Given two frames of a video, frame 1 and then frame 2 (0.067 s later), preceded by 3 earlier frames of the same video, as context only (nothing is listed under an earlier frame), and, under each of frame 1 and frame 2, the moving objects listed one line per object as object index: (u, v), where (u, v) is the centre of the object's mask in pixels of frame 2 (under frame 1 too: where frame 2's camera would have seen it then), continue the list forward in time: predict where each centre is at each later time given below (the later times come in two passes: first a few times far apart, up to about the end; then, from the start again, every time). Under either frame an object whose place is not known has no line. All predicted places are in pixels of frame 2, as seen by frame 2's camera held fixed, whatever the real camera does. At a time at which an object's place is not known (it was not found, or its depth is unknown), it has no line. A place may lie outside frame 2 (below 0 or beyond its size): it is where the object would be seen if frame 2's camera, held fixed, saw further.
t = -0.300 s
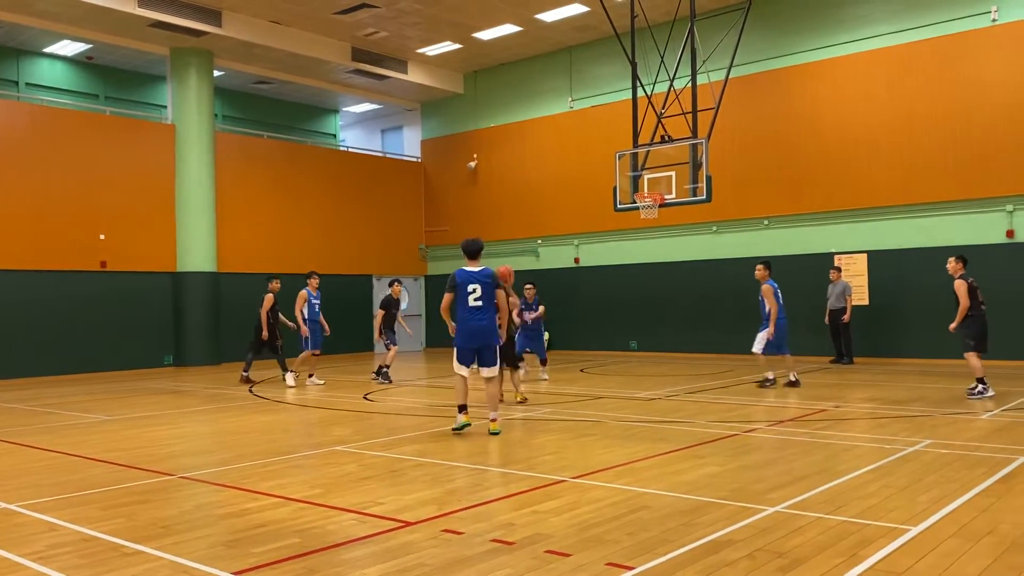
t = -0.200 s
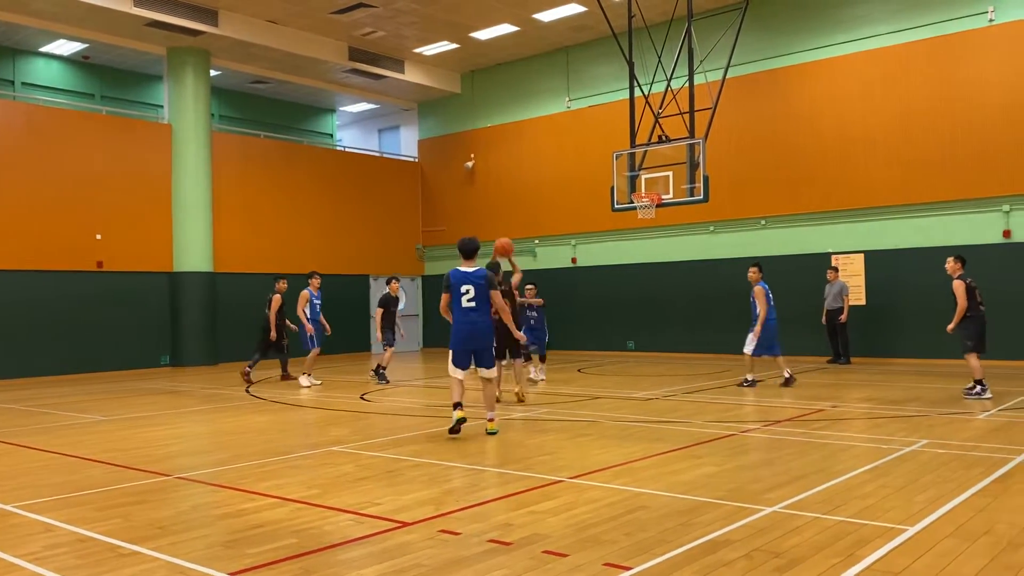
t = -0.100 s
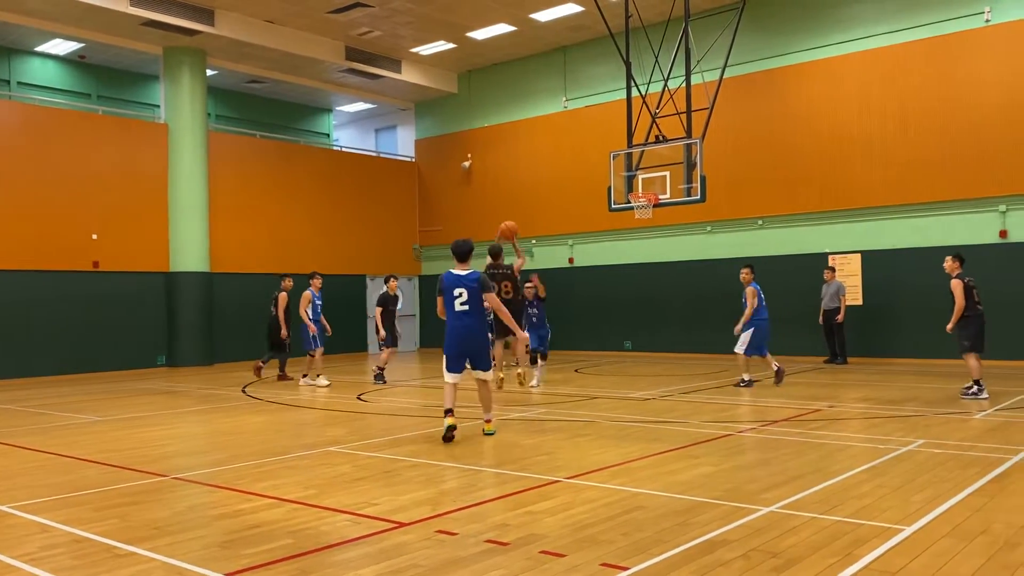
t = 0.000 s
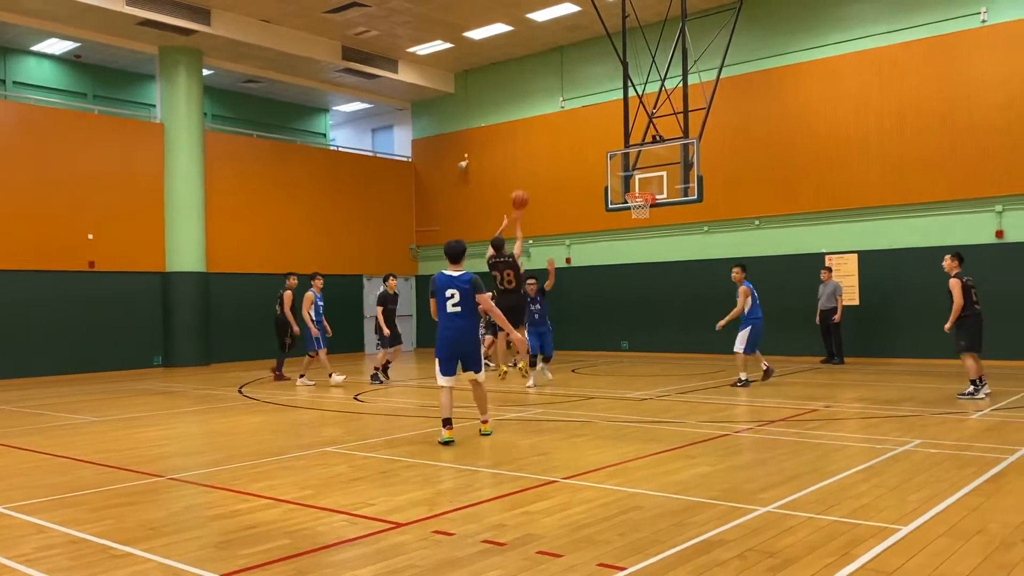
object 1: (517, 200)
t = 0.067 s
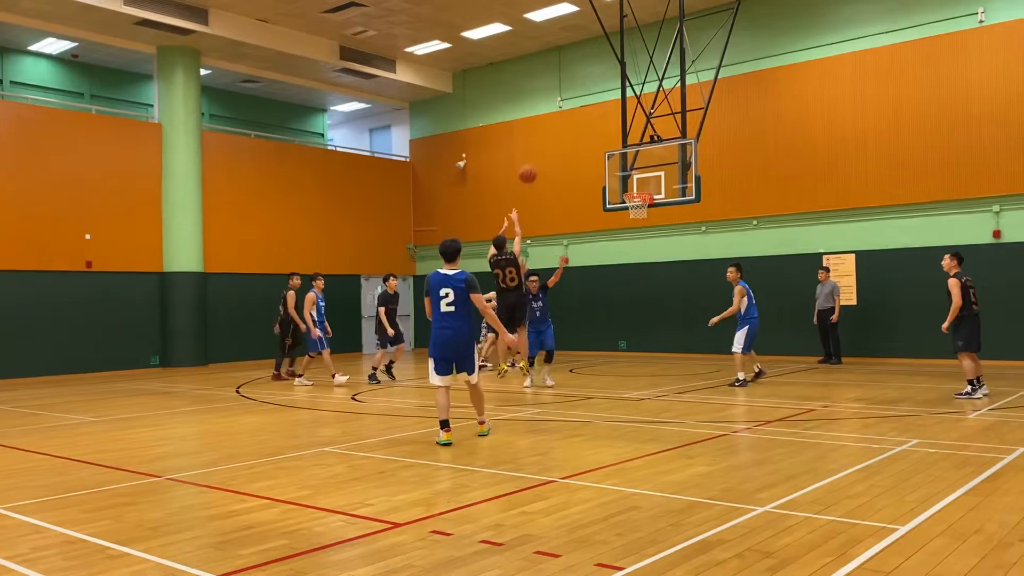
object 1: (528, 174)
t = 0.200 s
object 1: (547, 136)
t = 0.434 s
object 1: (577, 106)
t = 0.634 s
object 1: (601, 112)
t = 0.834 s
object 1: (621, 139)
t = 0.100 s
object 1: (533, 163)
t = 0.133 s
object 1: (537, 153)
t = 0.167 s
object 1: (542, 144)
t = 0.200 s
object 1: (547, 136)
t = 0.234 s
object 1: (551, 129)
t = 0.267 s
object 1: (556, 124)
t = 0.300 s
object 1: (561, 118)
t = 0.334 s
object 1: (565, 113)
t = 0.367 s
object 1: (569, 110)
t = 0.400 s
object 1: (574, 108)
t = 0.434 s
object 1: (577, 106)
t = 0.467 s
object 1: (581, 105)
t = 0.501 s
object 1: (586, 105)
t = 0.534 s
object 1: (589, 105)
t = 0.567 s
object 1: (593, 107)
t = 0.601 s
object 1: (597, 108)
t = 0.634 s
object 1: (601, 112)
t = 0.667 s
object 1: (604, 115)
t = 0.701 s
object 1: (608, 119)
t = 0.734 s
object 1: (611, 123)
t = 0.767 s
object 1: (614, 128)
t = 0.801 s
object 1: (617, 134)
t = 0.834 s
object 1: (621, 139)
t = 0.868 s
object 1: (624, 145)
